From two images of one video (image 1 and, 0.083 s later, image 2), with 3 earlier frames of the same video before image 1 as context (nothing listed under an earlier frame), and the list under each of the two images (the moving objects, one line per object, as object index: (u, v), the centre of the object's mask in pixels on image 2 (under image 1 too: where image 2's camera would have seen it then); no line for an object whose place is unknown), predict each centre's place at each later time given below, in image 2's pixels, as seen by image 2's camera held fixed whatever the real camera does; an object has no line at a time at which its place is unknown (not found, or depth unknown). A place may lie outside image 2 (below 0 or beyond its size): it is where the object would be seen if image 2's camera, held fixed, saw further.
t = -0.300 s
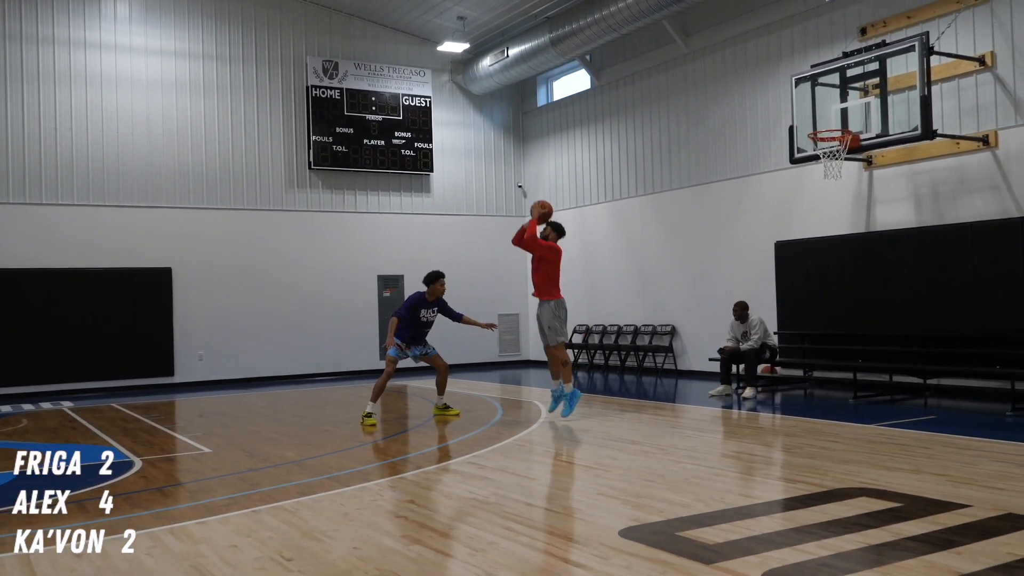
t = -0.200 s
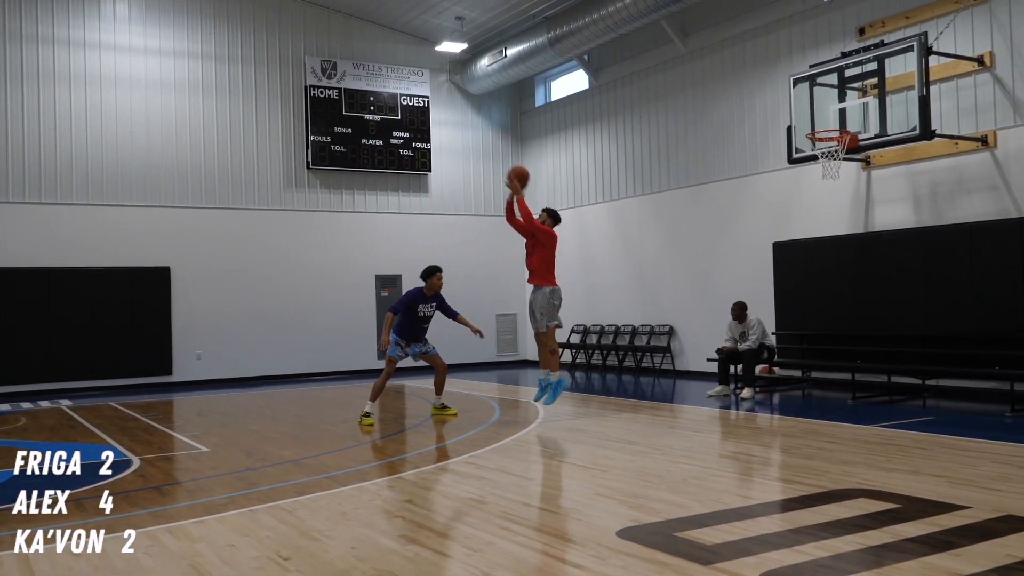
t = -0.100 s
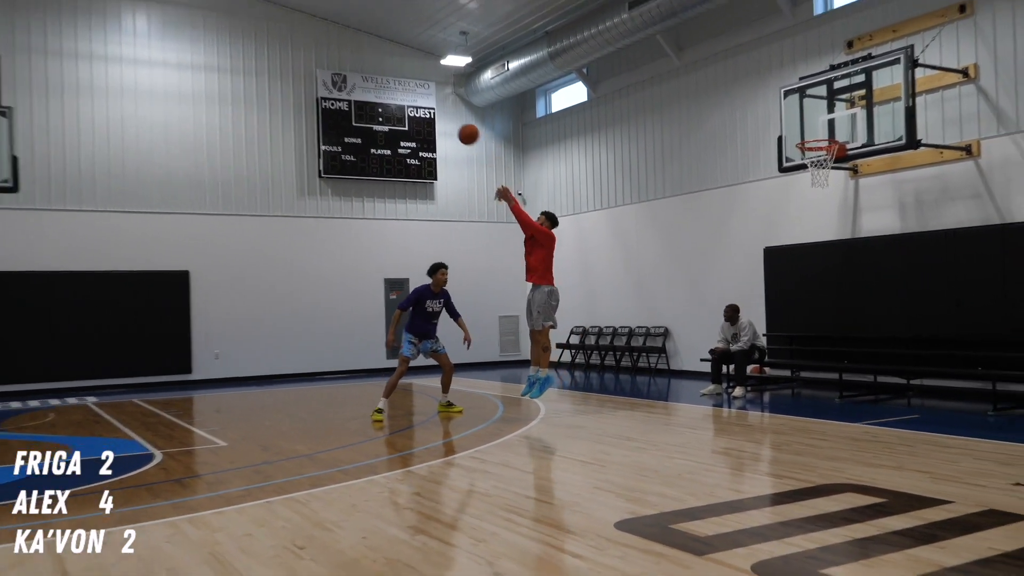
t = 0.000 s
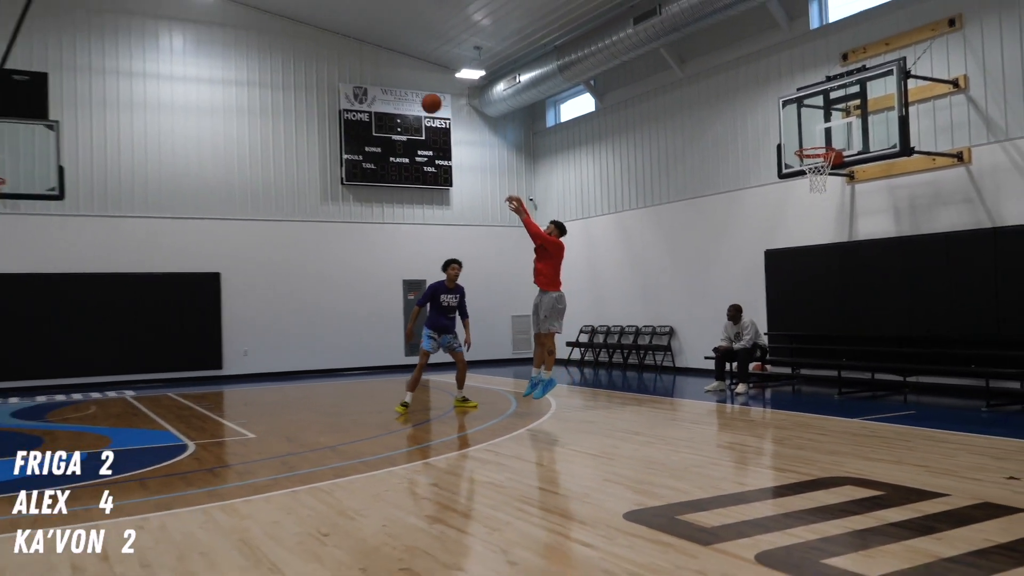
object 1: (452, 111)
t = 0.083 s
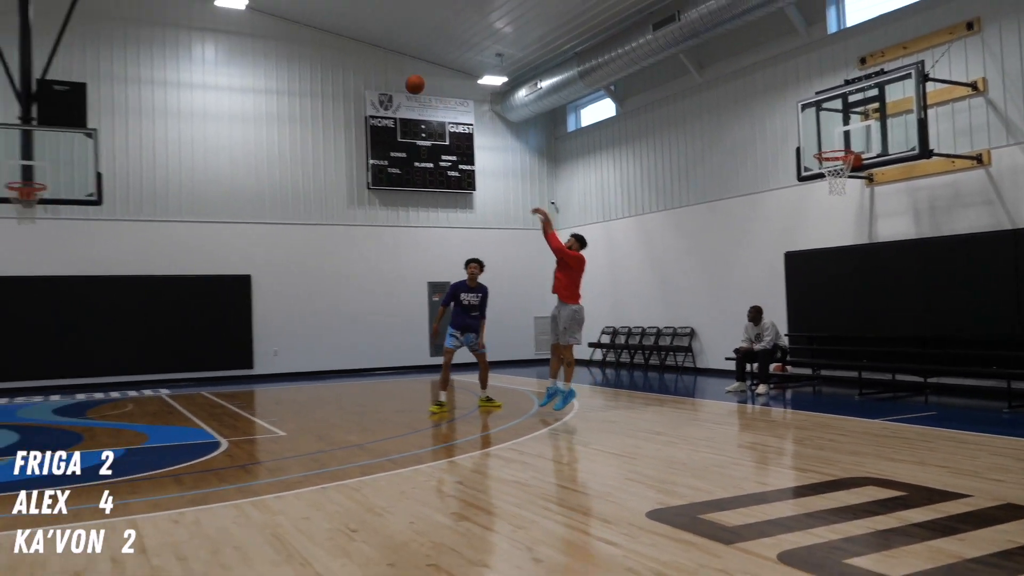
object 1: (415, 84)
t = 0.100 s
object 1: (408, 80)
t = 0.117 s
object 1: (401, 75)
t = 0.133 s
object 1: (394, 71)
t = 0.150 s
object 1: (387, 66)
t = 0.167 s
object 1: (380, 63)
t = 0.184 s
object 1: (374, 59)
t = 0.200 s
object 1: (367, 56)
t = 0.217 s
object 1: (360, 53)
